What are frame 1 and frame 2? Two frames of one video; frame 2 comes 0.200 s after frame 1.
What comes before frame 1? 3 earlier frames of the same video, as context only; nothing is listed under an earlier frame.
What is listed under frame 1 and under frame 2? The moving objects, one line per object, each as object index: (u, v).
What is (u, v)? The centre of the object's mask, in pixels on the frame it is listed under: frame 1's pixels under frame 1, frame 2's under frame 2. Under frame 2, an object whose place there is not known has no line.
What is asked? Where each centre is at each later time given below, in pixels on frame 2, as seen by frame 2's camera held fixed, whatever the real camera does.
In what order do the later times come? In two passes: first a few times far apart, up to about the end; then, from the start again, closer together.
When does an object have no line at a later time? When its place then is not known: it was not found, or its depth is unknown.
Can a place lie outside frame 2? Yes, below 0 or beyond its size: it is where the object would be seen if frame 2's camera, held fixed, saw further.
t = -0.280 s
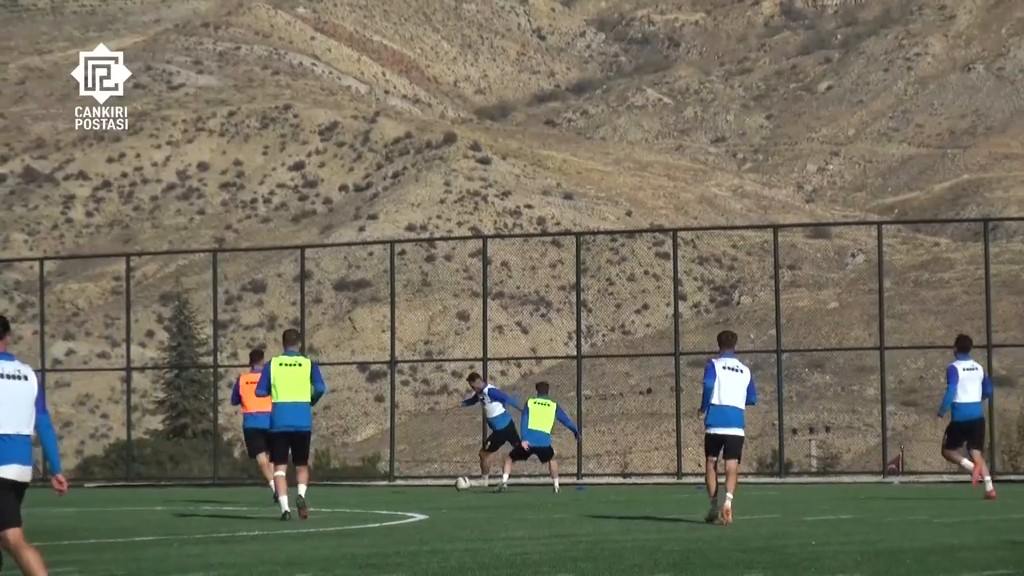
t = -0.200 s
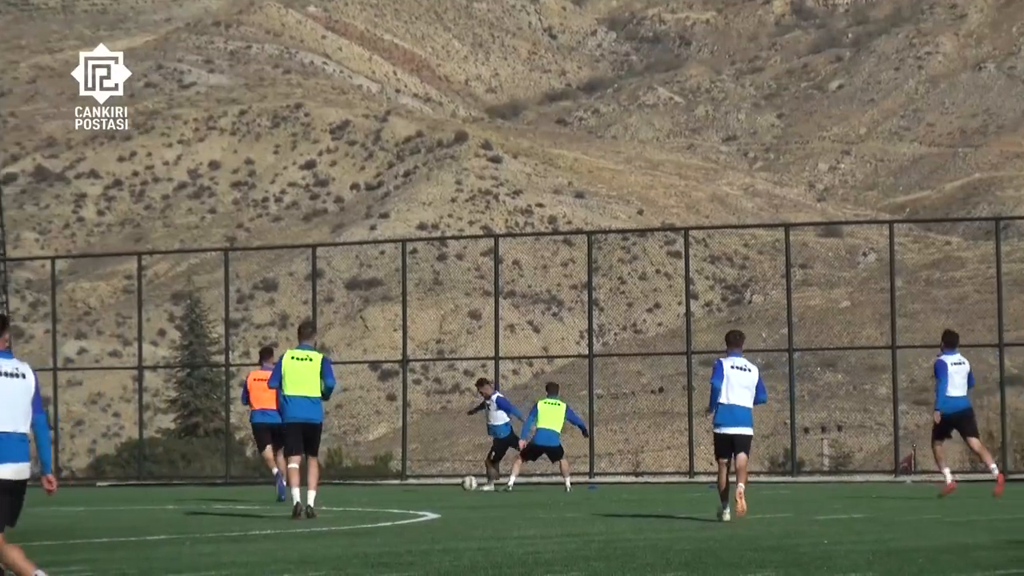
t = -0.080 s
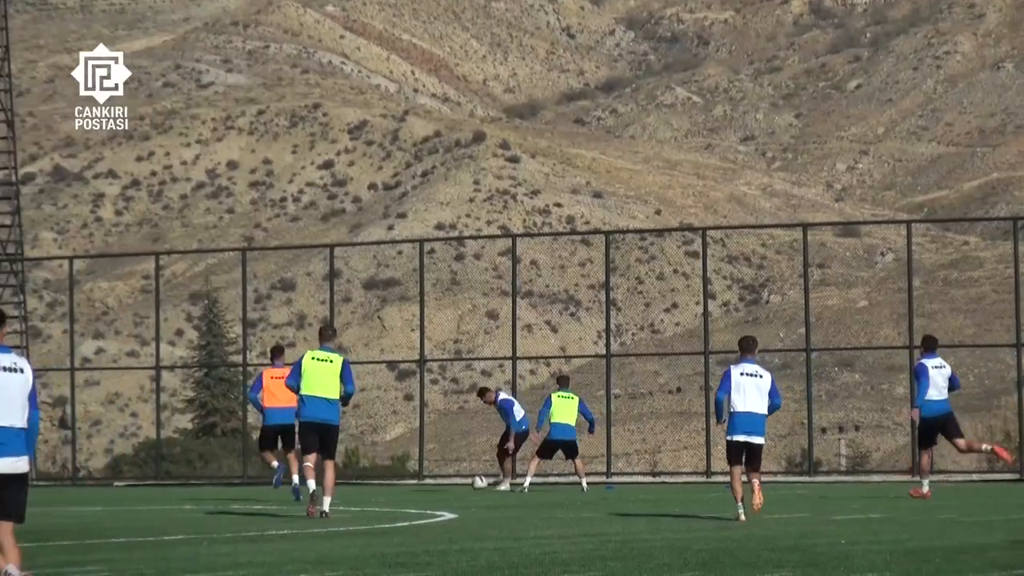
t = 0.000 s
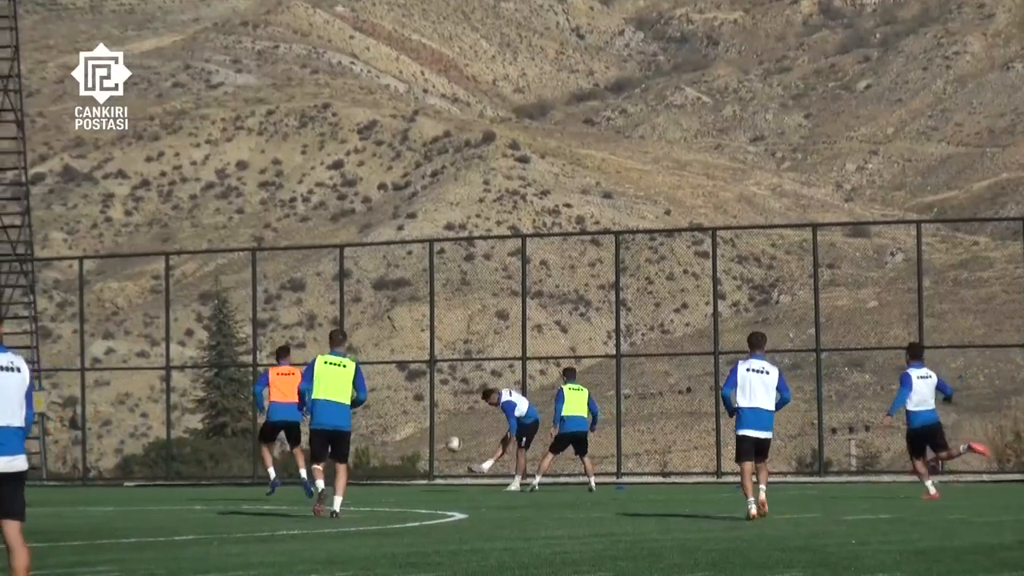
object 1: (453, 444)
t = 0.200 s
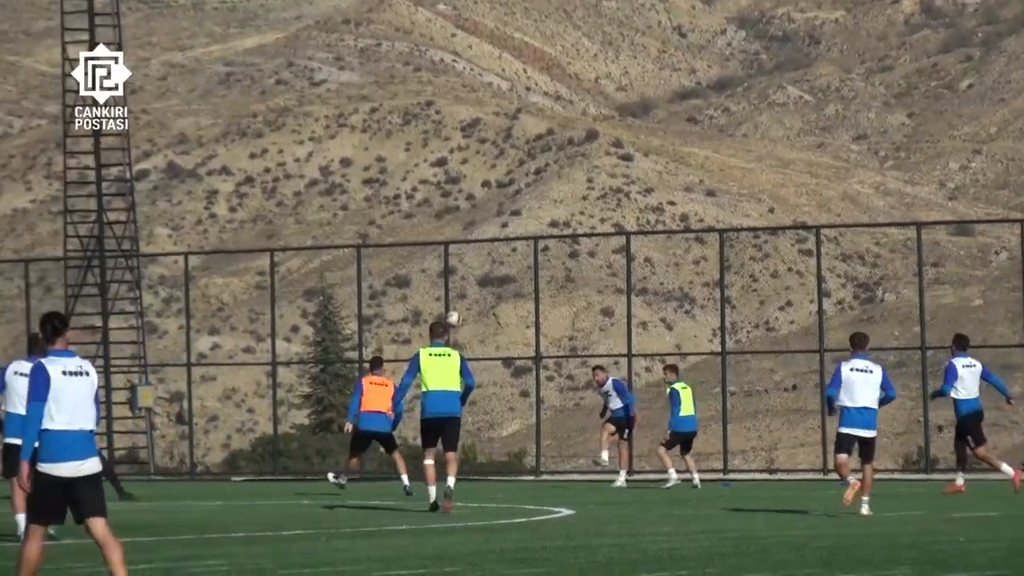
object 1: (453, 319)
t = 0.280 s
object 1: (415, 277)
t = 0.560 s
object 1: (290, 153)
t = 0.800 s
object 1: (194, 83)
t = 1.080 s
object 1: (96, 50)
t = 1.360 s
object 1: (16, 88)
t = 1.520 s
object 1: (-28, 147)
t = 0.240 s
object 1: (433, 298)
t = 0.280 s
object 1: (415, 277)
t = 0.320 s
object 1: (394, 256)
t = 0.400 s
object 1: (358, 218)
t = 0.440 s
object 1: (342, 201)
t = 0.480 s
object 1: (325, 184)
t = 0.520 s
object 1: (307, 168)
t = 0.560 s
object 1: (290, 153)
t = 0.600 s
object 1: (273, 139)
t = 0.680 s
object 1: (242, 114)
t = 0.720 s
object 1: (226, 102)
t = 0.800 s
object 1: (194, 83)
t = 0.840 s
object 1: (179, 75)
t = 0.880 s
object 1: (165, 68)
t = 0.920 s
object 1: (150, 62)
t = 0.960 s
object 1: (140, 57)
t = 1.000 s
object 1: (126, 53)
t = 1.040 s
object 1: (110, 52)
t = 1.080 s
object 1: (96, 50)
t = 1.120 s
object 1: (83, 51)
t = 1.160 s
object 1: (72, 54)
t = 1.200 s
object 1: (60, 57)
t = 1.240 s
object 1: (49, 64)
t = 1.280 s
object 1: (38, 70)
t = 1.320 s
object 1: (26, 79)
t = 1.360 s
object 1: (16, 88)
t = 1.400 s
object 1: (7, 100)
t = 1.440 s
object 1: (-4, 114)
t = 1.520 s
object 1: (-28, 147)
